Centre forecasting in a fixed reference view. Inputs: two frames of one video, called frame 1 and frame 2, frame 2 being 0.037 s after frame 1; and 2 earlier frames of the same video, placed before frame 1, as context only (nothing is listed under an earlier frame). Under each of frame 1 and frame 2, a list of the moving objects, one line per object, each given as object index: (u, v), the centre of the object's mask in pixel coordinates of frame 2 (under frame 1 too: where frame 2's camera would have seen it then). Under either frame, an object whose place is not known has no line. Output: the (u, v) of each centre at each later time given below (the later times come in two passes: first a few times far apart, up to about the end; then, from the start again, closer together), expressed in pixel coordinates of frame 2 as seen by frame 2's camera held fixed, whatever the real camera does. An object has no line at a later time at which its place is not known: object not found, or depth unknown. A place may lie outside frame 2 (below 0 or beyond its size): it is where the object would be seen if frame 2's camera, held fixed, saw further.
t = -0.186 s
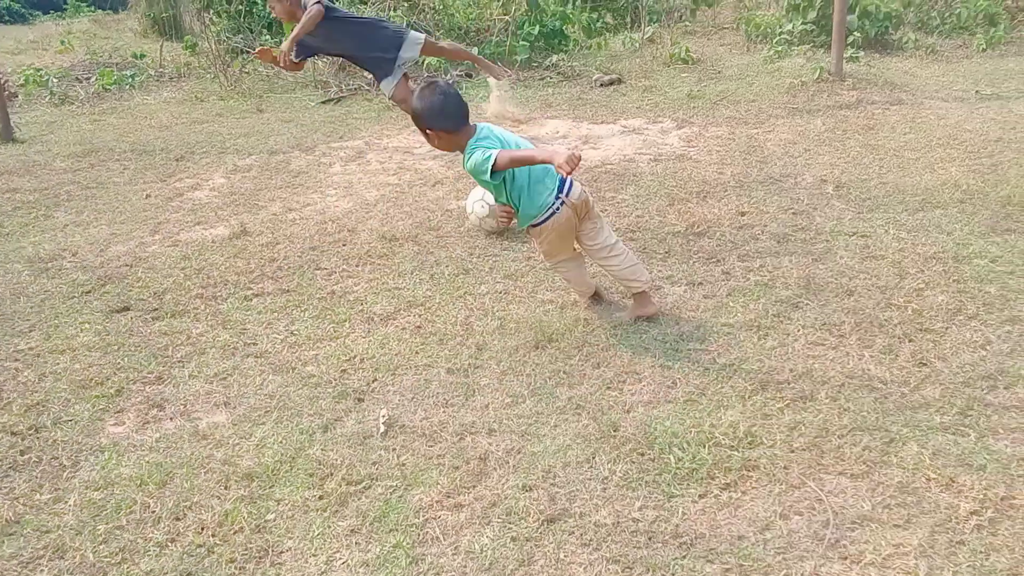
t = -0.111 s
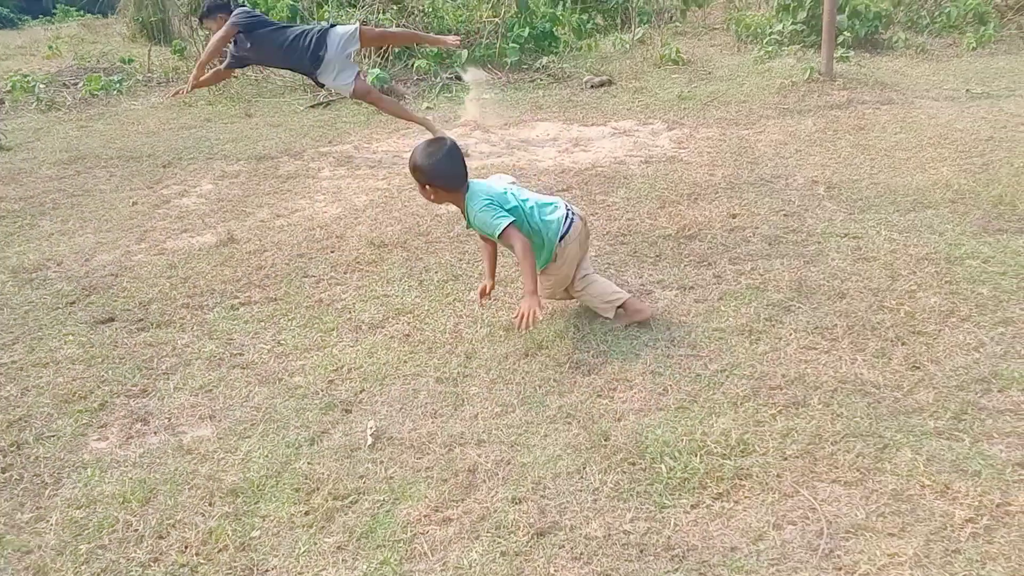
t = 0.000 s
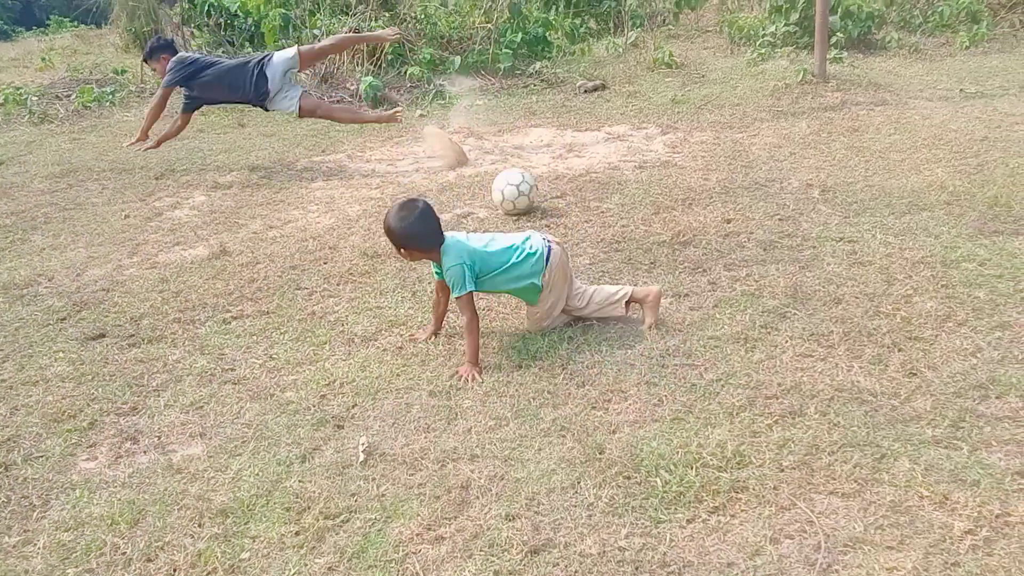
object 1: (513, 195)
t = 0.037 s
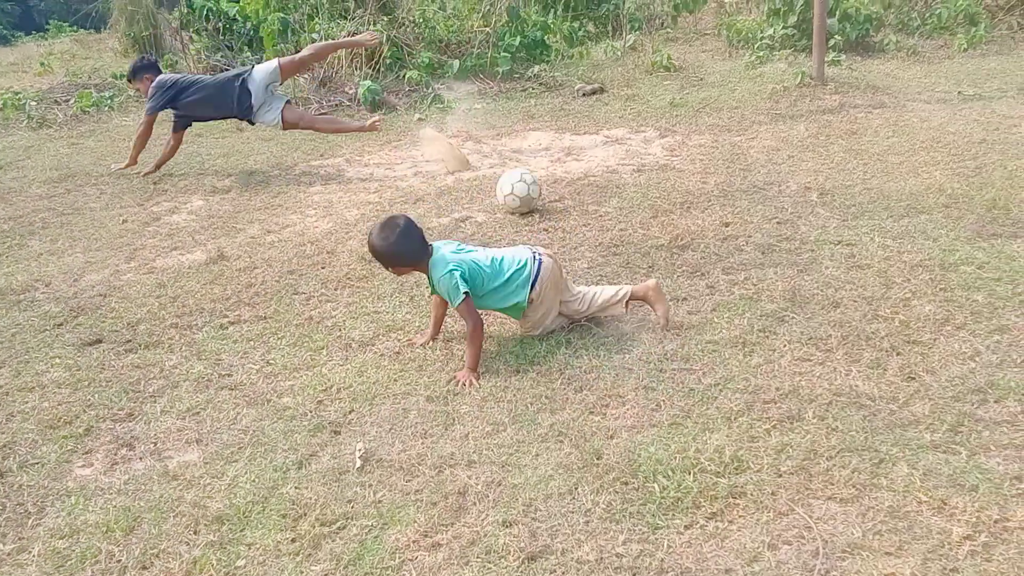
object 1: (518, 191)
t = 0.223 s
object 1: (546, 174)
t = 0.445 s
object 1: (577, 150)
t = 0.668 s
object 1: (599, 137)
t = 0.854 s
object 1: (613, 123)
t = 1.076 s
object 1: (622, 110)
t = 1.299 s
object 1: (634, 103)
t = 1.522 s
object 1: (643, 95)
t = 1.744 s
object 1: (647, 90)
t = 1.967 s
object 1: (649, 88)
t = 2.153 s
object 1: (652, 86)
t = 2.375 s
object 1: (655, 84)
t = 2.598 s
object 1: (657, 84)
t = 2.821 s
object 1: (657, 85)
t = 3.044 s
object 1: (656, 85)
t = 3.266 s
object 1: (656, 86)
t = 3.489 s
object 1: (656, 86)
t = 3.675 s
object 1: (656, 86)
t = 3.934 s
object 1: (656, 86)
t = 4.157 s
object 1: (656, 86)
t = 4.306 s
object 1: (656, 86)
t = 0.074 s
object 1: (524, 189)
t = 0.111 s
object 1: (530, 184)
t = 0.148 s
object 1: (535, 181)
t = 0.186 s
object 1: (541, 177)
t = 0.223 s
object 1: (546, 174)
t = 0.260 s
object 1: (555, 163)
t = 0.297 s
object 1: (560, 159)
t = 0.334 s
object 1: (564, 156)
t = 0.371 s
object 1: (569, 156)
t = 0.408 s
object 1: (573, 155)
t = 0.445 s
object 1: (577, 150)
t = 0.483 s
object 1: (581, 148)
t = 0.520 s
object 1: (585, 146)
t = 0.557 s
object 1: (589, 145)
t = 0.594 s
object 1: (593, 143)
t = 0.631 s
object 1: (596, 140)
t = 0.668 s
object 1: (599, 137)
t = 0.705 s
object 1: (603, 136)
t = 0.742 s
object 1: (606, 133)
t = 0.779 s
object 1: (608, 129)
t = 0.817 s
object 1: (610, 125)
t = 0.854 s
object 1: (613, 123)
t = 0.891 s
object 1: (615, 123)
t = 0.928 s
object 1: (618, 122)
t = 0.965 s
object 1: (620, 119)
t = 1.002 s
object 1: (620, 115)
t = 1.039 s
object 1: (621, 112)
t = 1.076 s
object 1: (622, 110)
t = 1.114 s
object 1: (626, 108)
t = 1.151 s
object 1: (628, 106)
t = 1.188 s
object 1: (629, 106)
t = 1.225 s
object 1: (631, 105)
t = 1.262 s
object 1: (633, 104)
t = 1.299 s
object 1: (634, 103)
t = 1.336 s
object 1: (636, 102)
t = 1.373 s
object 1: (639, 100)
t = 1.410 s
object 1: (640, 98)
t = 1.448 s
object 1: (641, 97)
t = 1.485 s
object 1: (642, 96)
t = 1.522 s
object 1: (643, 95)
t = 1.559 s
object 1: (645, 95)
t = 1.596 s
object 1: (646, 94)
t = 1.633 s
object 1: (646, 93)
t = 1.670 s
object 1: (647, 92)
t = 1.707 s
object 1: (647, 91)
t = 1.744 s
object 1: (647, 90)
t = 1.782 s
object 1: (648, 90)
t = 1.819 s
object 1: (648, 90)
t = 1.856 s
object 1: (649, 89)
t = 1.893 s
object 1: (648, 88)
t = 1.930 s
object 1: (649, 88)
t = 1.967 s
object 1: (649, 88)
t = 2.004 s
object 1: (650, 87)
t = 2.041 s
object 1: (651, 87)
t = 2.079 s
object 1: (651, 86)
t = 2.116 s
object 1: (651, 86)
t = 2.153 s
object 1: (652, 86)
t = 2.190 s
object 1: (652, 85)
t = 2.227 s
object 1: (653, 85)
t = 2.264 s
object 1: (653, 84)
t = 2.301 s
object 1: (654, 84)
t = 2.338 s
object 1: (654, 84)
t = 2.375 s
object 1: (655, 84)
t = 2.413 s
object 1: (655, 84)
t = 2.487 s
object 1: (656, 84)
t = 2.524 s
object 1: (657, 84)
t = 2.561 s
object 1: (657, 84)
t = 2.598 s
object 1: (657, 84)
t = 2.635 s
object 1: (657, 84)
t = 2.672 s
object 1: (657, 84)
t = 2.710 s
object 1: (657, 84)
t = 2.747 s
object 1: (657, 84)
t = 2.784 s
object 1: (657, 84)
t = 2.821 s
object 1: (657, 85)
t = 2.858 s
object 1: (656, 85)
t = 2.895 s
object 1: (656, 85)
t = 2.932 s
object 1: (656, 85)
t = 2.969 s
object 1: (656, 85)
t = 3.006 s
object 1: (656, 85)
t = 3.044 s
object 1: (656, 85)
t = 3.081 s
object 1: (656, 85)
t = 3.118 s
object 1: (656, 85)
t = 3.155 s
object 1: (656, 85)
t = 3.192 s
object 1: (656, 86)
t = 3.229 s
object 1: (656, 85)
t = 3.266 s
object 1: (656, 86)
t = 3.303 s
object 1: (656, 86)
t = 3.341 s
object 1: (656, 86)
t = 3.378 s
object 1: (656, 86)
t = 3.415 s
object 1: (656, 86)
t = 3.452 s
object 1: (656, 86)
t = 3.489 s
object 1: (656, 86)
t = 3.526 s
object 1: (656, 86)
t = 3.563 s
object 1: (656, 86)
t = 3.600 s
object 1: (656, 86)
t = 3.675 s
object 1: (656, 86)
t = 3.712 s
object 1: (656, 86)
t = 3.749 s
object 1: (656, 86)
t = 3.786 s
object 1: (656, 86)
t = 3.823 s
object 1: (656, 86)
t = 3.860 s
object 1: (656, 86)
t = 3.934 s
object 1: (656, 86)
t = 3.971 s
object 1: (656, 86)
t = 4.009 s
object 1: (656, 86)
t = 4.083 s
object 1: (656, 86)
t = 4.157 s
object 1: (656, 86)
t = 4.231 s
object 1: (656, 86)
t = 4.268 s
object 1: (656, 86)
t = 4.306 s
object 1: (656, 86)
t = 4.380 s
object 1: (656, 86)
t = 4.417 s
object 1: (656, 86)
